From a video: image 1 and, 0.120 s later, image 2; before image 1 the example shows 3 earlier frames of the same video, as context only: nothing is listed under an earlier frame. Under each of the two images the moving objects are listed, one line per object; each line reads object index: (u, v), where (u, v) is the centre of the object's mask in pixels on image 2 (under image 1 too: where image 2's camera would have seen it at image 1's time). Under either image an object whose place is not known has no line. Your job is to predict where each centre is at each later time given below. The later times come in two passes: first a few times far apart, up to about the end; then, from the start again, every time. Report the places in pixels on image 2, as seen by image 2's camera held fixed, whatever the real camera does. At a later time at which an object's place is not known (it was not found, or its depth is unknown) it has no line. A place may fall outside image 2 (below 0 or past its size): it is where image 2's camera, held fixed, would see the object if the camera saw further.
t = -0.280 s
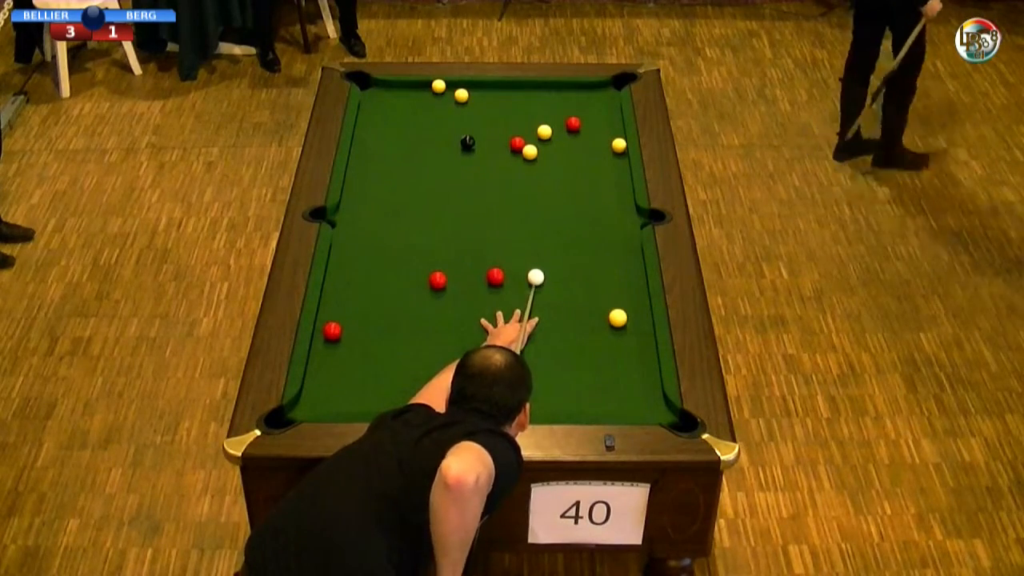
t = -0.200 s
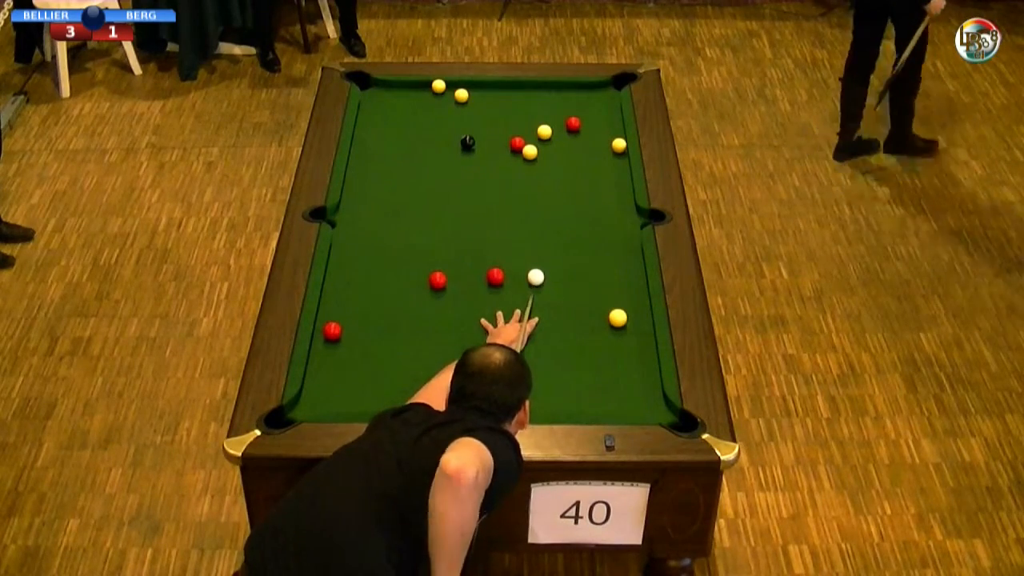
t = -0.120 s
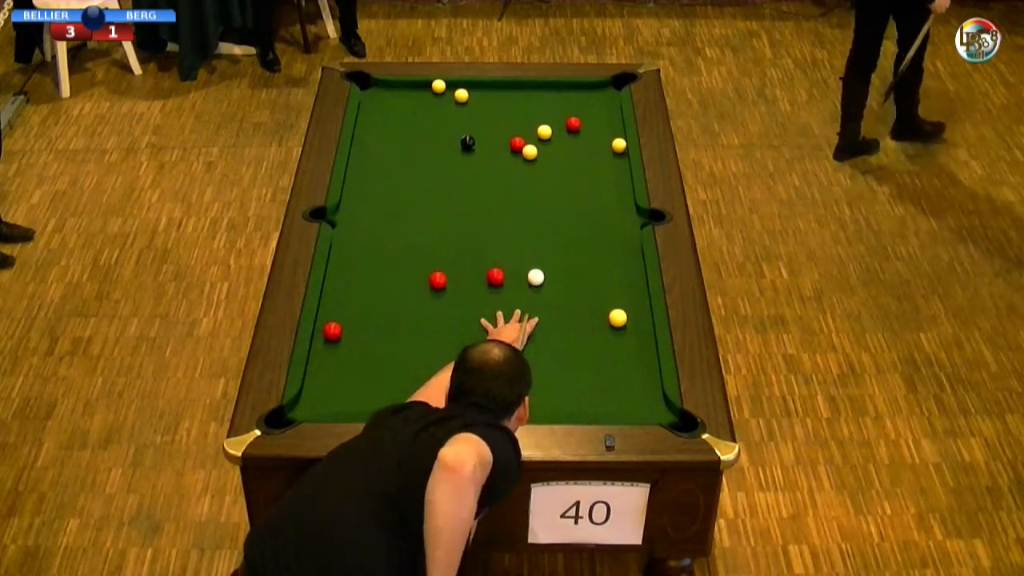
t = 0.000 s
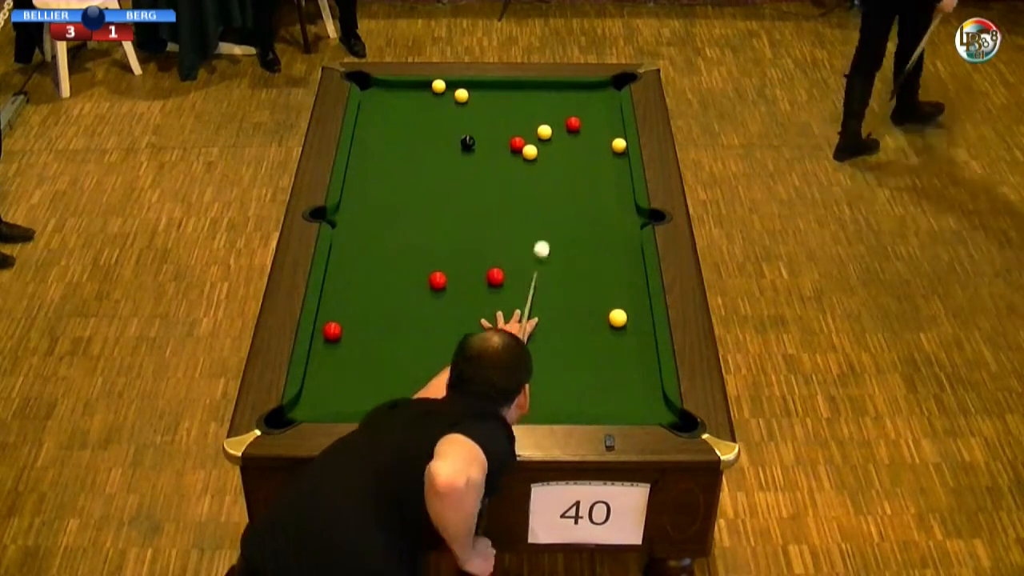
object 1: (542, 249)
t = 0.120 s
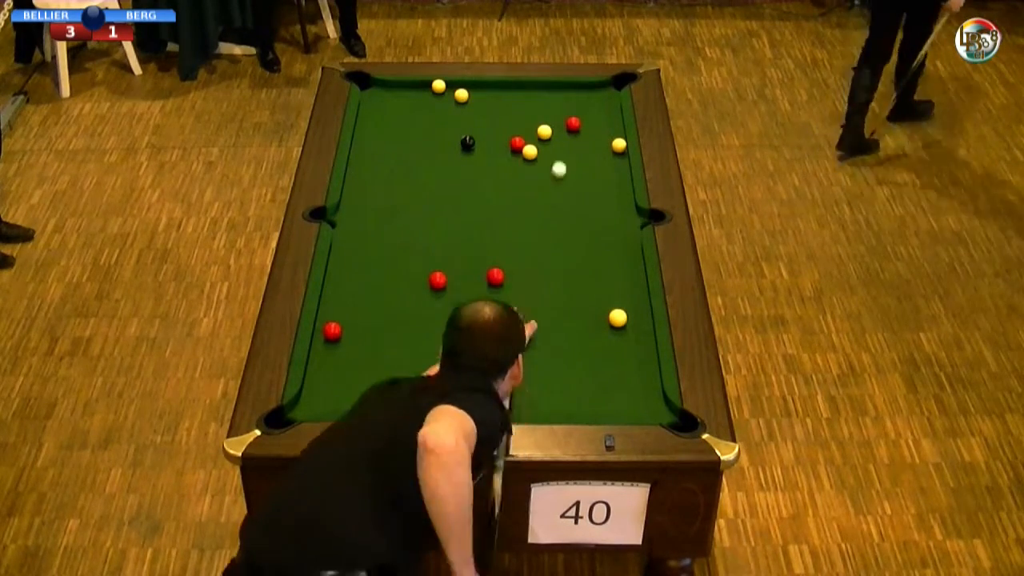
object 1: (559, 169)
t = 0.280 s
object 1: (549, 123)
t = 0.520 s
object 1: (522, 111)
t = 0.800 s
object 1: (496, 109)
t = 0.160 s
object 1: (564, 146)
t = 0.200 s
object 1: (564, 129)
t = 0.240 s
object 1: (554, 126)
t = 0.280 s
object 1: (549, 123)
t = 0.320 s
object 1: (544, 120)
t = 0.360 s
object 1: (539, 117)
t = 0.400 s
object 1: (534, 115)
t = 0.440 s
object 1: (530, 113)
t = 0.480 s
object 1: (526, 112)
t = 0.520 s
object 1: (522, 111)
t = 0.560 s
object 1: (518, 110)
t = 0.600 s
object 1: (514, 110)
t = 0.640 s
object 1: (510, 110)
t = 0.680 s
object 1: (507, 110)
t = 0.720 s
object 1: (503, 109)
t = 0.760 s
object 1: (499, 109)
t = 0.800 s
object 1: (496, 109)
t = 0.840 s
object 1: (492, 109)
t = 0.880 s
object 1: (488, 109)
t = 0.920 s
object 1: (485, 108)
